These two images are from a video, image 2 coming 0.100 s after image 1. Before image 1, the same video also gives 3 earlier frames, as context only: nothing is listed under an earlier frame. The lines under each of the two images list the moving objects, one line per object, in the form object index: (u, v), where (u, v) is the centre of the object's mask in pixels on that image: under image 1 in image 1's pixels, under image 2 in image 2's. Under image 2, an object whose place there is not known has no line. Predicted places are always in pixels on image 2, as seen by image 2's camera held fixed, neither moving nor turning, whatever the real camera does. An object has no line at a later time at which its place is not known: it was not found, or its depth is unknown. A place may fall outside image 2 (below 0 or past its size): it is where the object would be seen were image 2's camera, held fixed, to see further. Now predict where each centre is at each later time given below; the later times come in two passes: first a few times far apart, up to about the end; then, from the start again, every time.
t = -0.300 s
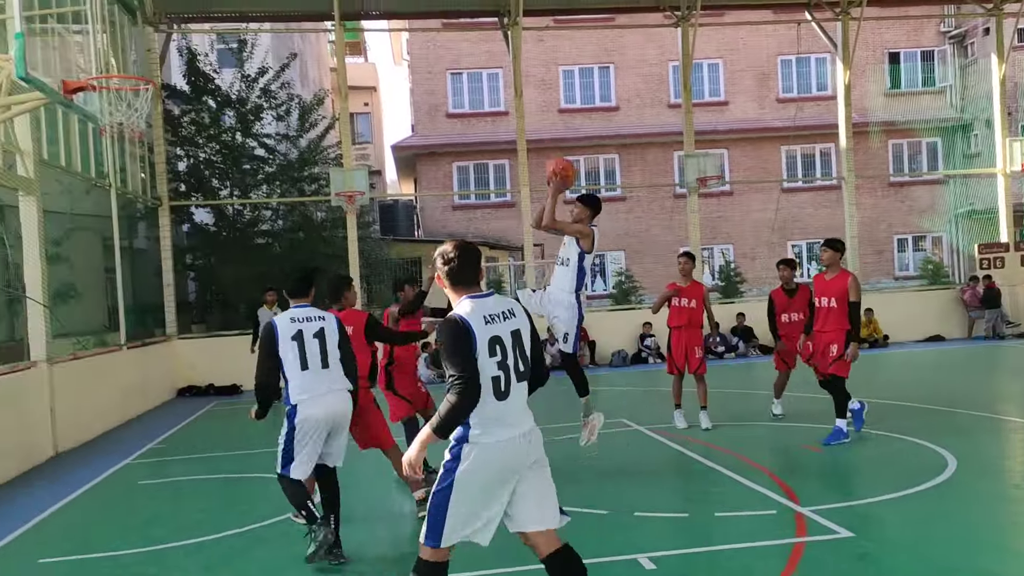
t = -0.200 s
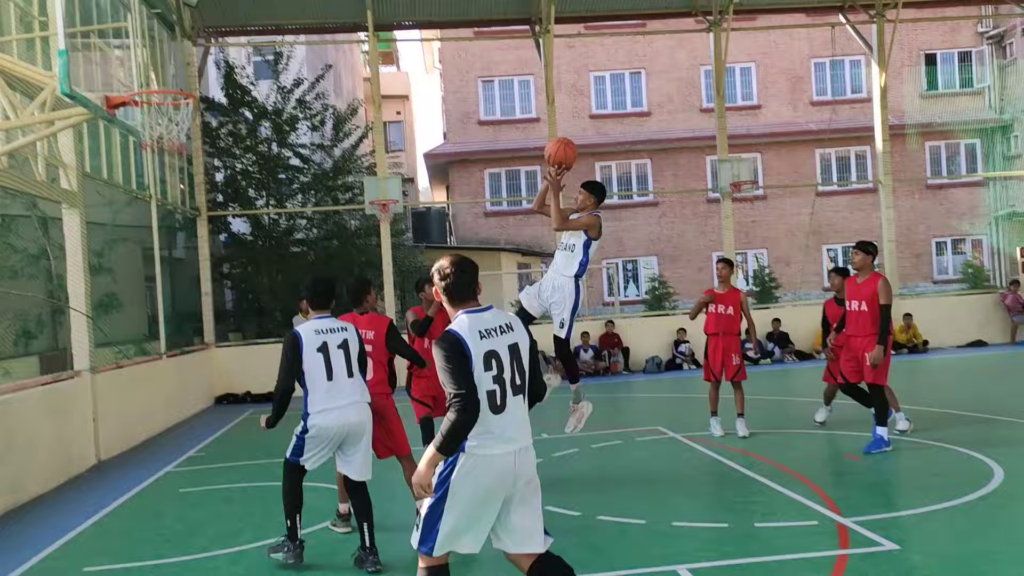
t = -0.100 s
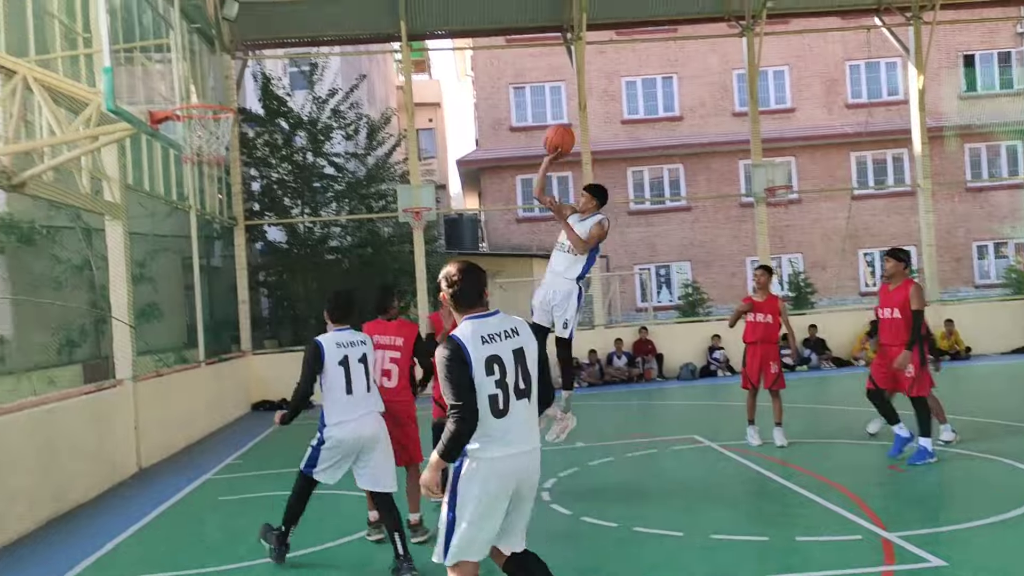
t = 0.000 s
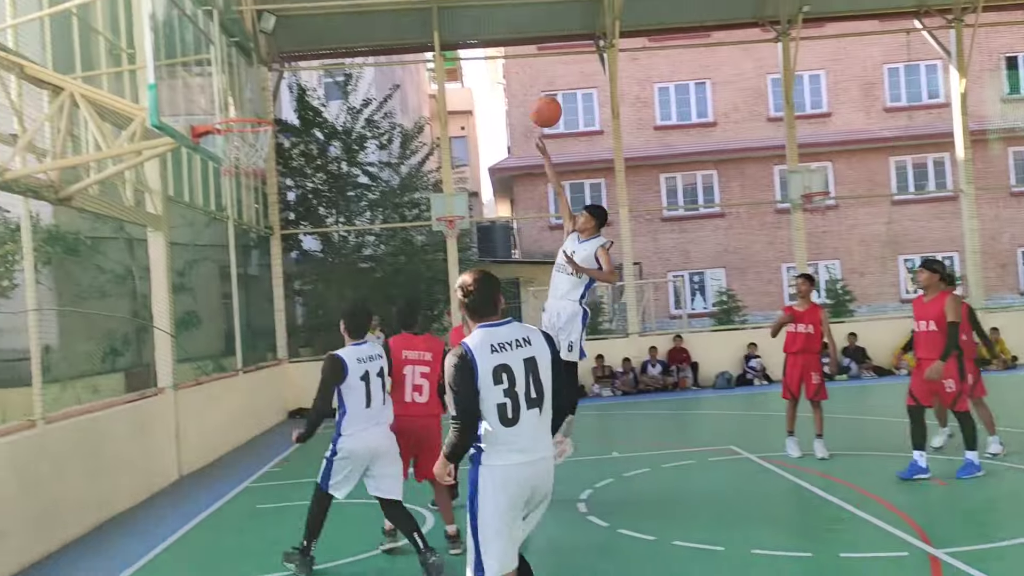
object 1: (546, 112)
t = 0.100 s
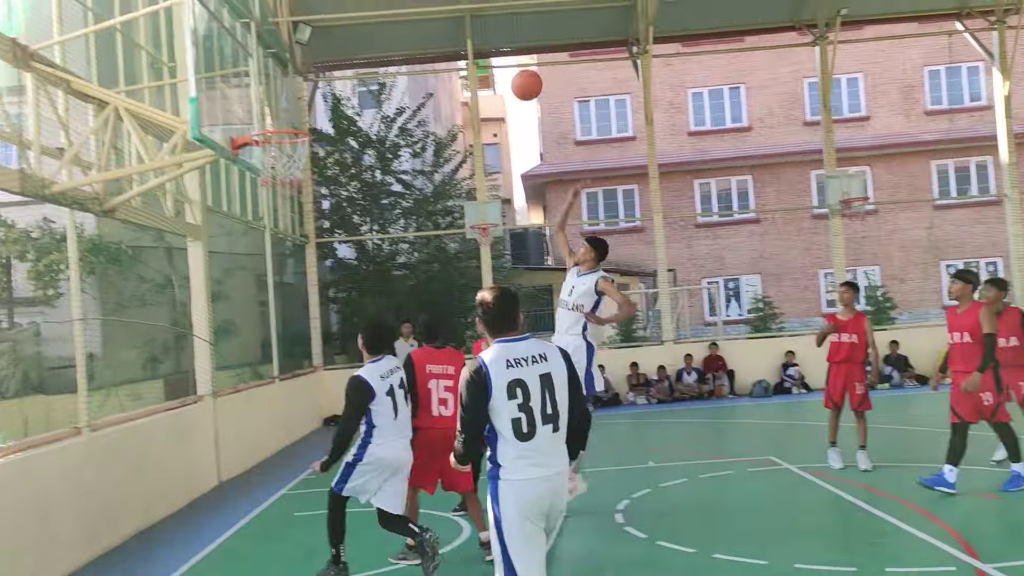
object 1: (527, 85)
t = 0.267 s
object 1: (441, 56)
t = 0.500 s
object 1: (324, 72)
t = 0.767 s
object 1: (275, 106)
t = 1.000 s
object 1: (331, 86)
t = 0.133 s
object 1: (509, 77)
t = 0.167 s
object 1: (491, 70)
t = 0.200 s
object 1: (475, 63)
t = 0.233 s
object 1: (458, 59)
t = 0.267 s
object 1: (441, 56)
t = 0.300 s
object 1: (423, 54)
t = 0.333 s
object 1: (406, 54)
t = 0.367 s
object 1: (390, 55)
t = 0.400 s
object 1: (373, 57)
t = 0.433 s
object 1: (357, 61)
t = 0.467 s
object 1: (339, 66)
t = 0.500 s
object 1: (324, 72)
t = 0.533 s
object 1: (307, 80)
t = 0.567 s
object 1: (299, 90)
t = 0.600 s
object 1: (277, 100)
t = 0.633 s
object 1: (264, 112)
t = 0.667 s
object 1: (250, 123)
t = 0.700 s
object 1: (260, 121)
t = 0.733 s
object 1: (266, 113)
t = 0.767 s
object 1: (275, 106)
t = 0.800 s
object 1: (281, 99)
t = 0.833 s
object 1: (292, 92)
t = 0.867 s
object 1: (299, 88)
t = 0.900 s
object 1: (308, 85)
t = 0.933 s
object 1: (315, 84)
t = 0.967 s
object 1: (324, 84)
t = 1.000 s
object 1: (331, 86)
